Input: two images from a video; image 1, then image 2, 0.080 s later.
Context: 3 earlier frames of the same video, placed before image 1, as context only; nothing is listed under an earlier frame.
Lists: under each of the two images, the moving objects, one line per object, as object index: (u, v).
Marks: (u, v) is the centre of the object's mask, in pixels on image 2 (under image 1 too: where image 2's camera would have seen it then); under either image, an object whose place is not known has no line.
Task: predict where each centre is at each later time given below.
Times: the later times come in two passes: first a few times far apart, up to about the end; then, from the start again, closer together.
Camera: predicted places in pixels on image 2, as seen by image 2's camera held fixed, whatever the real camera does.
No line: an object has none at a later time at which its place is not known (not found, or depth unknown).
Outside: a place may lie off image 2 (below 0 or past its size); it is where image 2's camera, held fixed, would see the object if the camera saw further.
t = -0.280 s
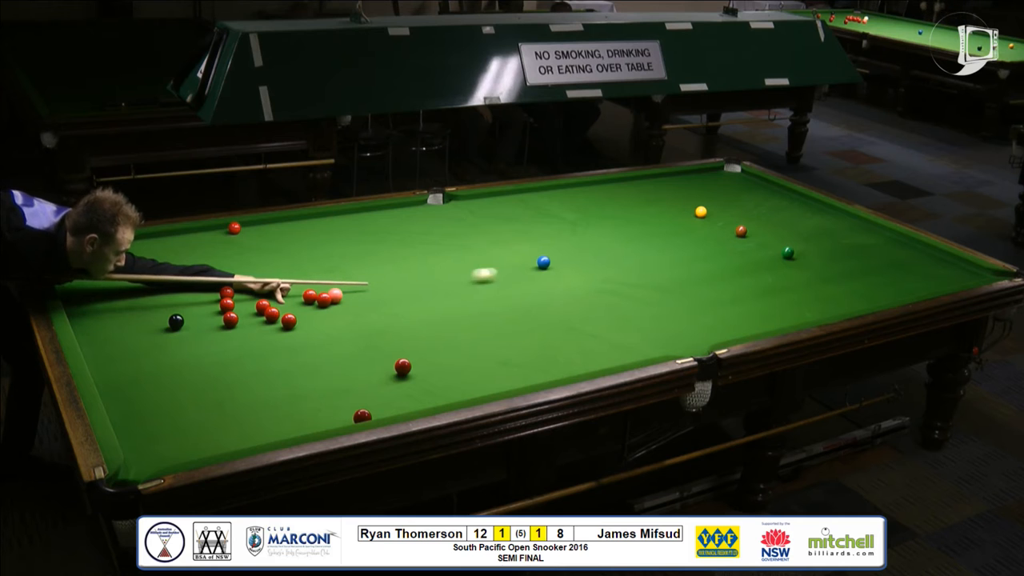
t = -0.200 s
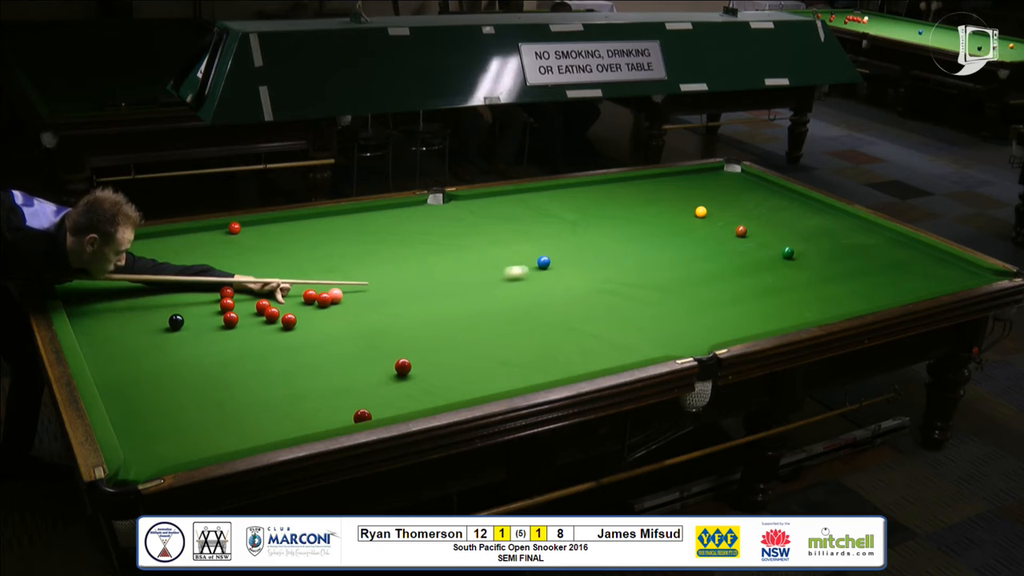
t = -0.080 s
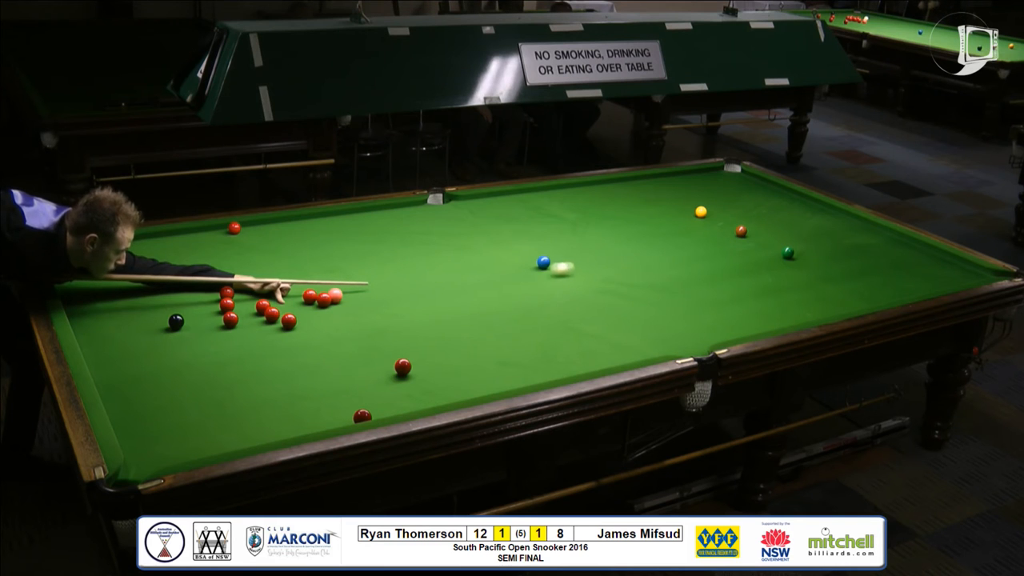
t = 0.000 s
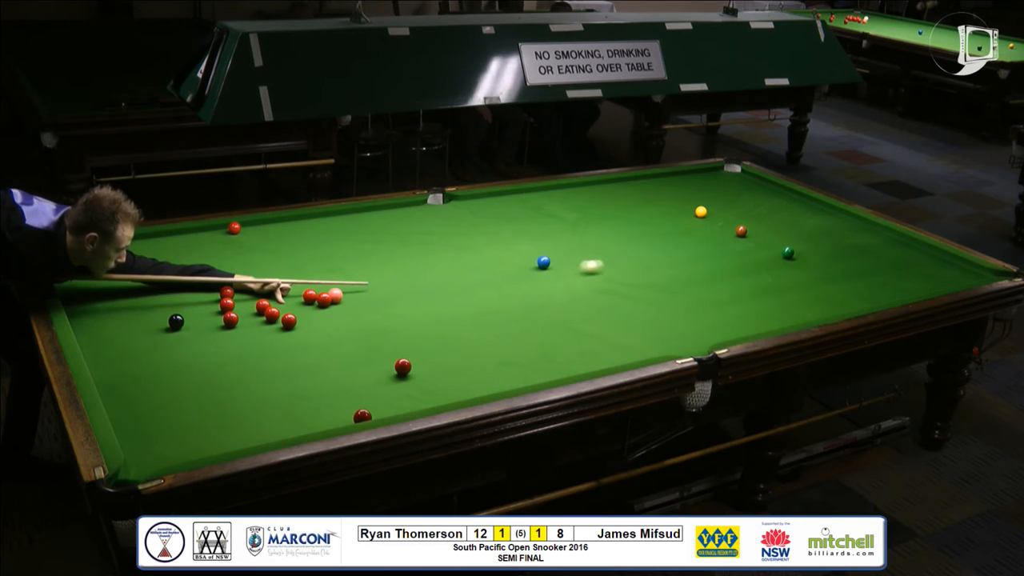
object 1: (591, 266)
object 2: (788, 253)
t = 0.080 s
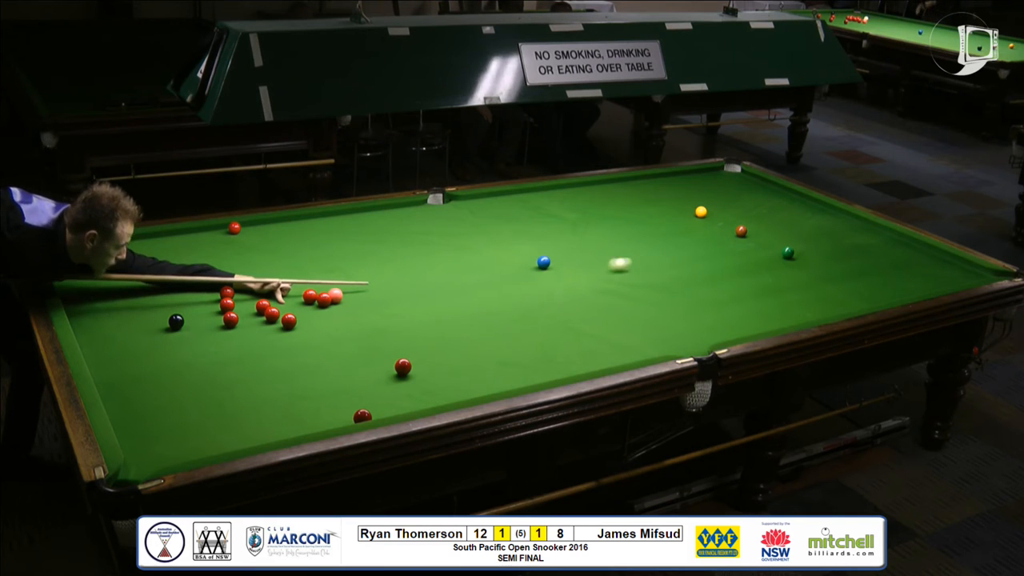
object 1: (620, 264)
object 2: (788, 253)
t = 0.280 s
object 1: (687, 259)
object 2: (788, 253)
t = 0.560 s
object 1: (773, 252)
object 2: (788, 253)
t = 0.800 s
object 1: (783, 247)
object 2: (842, 253)
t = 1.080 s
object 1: (796, 241)
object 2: (892, 253)
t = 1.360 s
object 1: (808, 236)
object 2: (940, 253)
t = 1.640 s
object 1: (819, 232)
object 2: (933, 260)
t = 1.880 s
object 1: (828, 228)
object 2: (925, 268)
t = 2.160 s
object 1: (837, 225)
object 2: (915, 276)
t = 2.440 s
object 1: (844, 221)
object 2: (904, 284)
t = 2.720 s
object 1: (851, 219)
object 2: (894, 292)
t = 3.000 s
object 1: (855, 217)
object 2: (884, 298)
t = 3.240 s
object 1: (850, 217)
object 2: (871, 301)
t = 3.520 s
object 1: (846, 217)
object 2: (854, 304)
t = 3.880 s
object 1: (842, 218)
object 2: (835, 307)
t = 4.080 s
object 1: (841, 218)
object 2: (825, 308)
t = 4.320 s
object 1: (841, 218)
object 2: (814, 309)
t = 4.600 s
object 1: (841, 218)
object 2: (803, 309)
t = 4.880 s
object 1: (841, 218)
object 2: (794, 310)
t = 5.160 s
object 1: (841, 218)
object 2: (787, 311)
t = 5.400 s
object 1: (841, 218)
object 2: (781, 311)
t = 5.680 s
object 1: (841, 218)
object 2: (777, 311)
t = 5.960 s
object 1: (841, 218)
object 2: (775, 312)
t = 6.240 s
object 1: (841, 218)
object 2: (774, 312)
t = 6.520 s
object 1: (841, 218)
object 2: (774, 312)
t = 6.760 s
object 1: (841, 218)
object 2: (774, 312)
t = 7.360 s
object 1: (840, 218)
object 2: (774, 311)
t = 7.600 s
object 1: (841, 218)
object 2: (774, 311)
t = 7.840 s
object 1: (841, 218)
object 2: (775, 311)
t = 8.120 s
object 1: (841, 218)
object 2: (774, 311)
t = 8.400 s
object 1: (841, 218)
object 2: (774, 311)
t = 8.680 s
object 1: (841, 218)
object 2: (774, 311)
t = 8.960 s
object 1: (841, 218)
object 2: (774, 311)
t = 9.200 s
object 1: (841, 218)
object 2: (774, 311)
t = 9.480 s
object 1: (841, 218)
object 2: (774, 311)
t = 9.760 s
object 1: (841, 218)
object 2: (774, 311)
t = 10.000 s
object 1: (841, 218)
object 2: (774, 311)
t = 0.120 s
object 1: (633, 263)
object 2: (788, 253)
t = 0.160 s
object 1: (647, 262)
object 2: (788, 253)
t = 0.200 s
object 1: (661, 261)
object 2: (788, 253)
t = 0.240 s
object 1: (674, 260)
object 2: (788, 253)
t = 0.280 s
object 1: (687, 259)
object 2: (788, 253)
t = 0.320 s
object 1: (700, 258)
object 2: (788, 253)
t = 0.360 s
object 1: (713, 257)
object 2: (788, 253)
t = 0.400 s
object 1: (726, 256)
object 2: (788, 253)
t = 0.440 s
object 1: (738, 255)
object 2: (788, 253)
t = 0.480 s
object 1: (750, 254)
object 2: (788, 253)
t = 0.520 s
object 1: (762, 253)
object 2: (788, 253)
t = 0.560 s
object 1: (773, 252)
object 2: (788, 253)
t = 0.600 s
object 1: (776, 251)
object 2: (797, 253)
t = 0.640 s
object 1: (776, 250)
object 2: (807, 253)
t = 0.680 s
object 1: (777, 249)
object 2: (818, 253)
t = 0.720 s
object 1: (779, 248)
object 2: (826, 253)
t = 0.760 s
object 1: (781, 248)
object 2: (834, 253)
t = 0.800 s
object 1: (783, 247)
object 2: (842, 253)
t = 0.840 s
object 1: (785, 246)
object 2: (849, 253)
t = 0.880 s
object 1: (787, 245)
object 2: (856, 253)
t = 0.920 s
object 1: (789, 244)
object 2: (863, 253)
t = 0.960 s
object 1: (791, 244)
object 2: (871, 253)
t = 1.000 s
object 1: (792, 243)
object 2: (878, 253)
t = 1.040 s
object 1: (794, 242)
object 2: (886, 253)
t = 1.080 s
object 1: (796, 241)
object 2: (892, 253)
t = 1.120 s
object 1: (798, 240)
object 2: (899, 253)
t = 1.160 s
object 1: (800, 240)
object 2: (906, 253)
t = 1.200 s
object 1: (801, 239)
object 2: (912, 253)
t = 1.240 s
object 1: (803, 238)
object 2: (920, 253)
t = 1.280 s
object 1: (805, 237)
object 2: (926, 253)
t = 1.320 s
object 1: (807, 237)
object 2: (932, 252)
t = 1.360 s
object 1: (808, 236)
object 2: (940, 253)
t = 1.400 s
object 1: (810, 236)
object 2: (943, 254)
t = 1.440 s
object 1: (812, 235)
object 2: (941, 255)
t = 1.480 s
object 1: (813, 234)
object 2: (939, 256)
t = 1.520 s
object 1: (815, 233)
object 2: (938, 257)
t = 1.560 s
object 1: (817, 233)
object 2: (936, 258)
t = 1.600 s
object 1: (818, 232)
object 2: (935, 259)
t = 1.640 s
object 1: (819, 232)
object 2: (933, 260)
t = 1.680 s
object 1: (821, 231)
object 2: (932, 261)
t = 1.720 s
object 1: (822, 230)
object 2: (930, 263)
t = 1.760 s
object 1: (824, 230)
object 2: (929, 264)
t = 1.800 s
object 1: (825, 229)
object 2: (928, 265)
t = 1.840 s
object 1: (826, 229)
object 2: (926, 267)
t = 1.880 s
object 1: (828, 228)
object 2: (925, 268)
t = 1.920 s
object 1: (829, 228)
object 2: (923, 269)
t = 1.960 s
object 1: (830, 227)
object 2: (922, 270)
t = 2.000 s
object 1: (832, 227)
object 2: (920, 271)
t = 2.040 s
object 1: (833, 226)
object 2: (919, 273)
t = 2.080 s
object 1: (834, 226)
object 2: (917, 274)
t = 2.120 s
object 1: (835, 225)
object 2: (916, 275)
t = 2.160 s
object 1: (837, 225)
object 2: (915, 276)
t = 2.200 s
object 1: (838, 224)
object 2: (913, 277)
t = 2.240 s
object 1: (839, 224)
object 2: (912, 279)
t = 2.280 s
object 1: (840, 223)
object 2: (910, 280)
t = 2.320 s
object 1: (841, 223)
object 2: (909, 281)
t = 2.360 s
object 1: (842, 222)
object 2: (907, 282)
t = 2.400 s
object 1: (843, 222)
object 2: (906, 283)
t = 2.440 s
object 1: (844, 221)
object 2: (904, 284)
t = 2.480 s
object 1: (845, 221)
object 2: (903, 286)
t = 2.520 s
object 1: (846, 221)
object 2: (901, 286)
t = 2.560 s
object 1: (847, 220)
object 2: (900, 288)
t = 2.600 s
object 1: (848, 220)
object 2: (899, 289)
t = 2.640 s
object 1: (849, 220)
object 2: (897, 290)
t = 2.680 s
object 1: (850, 219)
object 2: (895, 291)
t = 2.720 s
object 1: (851, 219)
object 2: (894, 292)
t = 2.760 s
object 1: (852, 218)
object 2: (892, 293)
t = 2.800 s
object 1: (853, 218)
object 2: (891, 294)
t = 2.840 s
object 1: (854, 218)
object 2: (889, 295)
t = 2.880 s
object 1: (855, 217)
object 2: (888, 296)
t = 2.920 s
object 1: (856, 217)
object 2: (887, 297)
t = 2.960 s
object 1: (856, 217)
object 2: (886, 297)
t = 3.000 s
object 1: (855, 217)
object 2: (884, 298)
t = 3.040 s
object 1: (855, 217)
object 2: (883, 299)
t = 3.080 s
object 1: (854, 217)
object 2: (881, 299)
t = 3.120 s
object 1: (853, 217)
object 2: (879, 300)
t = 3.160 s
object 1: (852, 217)
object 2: (877, 301)
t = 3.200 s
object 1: (851, 217)
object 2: (874, 301)
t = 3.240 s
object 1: (850, 217)
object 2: (871, 301)
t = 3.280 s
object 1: (850, 217)
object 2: (869, 302)
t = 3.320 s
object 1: (849, 217)
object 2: (866, 302)
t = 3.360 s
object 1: (848, 217)
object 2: (864, 303)
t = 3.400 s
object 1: (848, 217)
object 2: (861, 303)
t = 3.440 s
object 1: (847, 217)
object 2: (859, 303)
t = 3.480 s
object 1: (847, 217)
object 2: (857, 304)
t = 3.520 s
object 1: (846, 217)
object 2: (854, 304)
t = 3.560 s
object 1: (845, 217)
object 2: (852, 305)
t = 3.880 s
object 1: (842, 218)
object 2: (835, 307)
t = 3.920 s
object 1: (842, 218)
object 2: (833, 308)
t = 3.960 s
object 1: (842, 218)
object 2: (831, 308)
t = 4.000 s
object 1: (841, 218)
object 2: (829, 308)
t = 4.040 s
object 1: (841, 218)
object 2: (827, 308)
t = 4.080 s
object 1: (841, 218)
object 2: (825, 308)
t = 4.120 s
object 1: (841, 218)
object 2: (823, 308)
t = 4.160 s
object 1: (841, 218)
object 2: (821, 308)
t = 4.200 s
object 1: (841, 218)
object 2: (820, 309)
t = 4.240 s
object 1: (841, 218)
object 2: (818, 309)
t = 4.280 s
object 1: (841, 218)
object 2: (816, 309)
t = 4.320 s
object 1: (841, 218)
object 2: (814, 309)
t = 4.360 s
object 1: (841, 218)
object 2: (813, 309)
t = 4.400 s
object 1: (841, 218)
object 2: (811, 309)
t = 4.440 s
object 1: (841, 218)
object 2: (809, 309)
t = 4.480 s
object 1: (841, 218)
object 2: (808, 309)
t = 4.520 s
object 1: (841, 218)
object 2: (806, 309)
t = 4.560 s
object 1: (841, 218)
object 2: (805, 309)
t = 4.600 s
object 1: (841, 218)
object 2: (803, 309)
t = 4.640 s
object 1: (841, 218)
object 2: (802, 309)
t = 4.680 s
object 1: (841, 218)
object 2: (800, 310)
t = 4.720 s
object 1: (841, 218)
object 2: (799, 310)
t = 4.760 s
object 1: (841, 218)
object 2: (798, 310)
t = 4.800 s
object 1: (841, 218)
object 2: (796, 310)
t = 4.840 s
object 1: (841, 218)
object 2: (795, 310)
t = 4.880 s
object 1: (841, 218)
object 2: (794, 310)
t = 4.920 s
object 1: (841, 218)
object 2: (793, 310)
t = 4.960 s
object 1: (841, 218)
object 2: (792, 310)
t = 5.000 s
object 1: (841, 218)
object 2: (791, 311)
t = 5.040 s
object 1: (841, 218)
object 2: (790, 311)
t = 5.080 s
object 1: (841, 218)
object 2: (789, 311)
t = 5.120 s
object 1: (841, 218)
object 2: (787, 311)
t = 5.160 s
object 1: (841, 218)
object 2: (787, 311)
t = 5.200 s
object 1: (841, 218)
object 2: (786, 311)
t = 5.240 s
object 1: (841, 218)
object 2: (785, 311)
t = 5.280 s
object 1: (841, 218)
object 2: (784, 311)
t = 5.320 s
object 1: (841, 218)
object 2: (783, 311)
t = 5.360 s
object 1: (841, 218)
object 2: (782, 311)
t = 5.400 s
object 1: (841, 218)
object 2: (781, 311)
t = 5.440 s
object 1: (841, 218)
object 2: (781, 311)
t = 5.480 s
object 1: (841, 218)
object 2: (780, 311)
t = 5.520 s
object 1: (841, 218)
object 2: (779, 311)
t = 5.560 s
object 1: (841, 218)
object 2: (779, 311)
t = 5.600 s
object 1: (841, 218)
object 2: (778, 311)
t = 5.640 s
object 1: (841, 218)
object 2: (778, 311)
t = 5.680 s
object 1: (841, 218)
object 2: (777, 311)
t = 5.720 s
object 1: (841, 218)
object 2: (777, 312)
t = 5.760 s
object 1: (841, 218)
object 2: (776, 312)
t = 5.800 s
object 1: (841, 218)
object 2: (776, 312)
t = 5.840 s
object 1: (841, 218)
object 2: (776, 312)
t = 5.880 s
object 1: (841, 218)
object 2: (775, 311)
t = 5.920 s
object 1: (841, 218)
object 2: (775, 311)
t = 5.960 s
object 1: (841, 218)
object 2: (775, 312)
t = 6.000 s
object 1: (841, 218)
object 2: (775, 312)
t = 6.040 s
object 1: (841, 218)
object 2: (774, 312)
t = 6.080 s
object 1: (841, 218)
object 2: (774, 312)
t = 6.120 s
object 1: (841, 218)
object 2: (774, 312)
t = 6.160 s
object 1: (841, 218)
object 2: (774, 312)
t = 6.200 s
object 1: (841, 218)
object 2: (774, 312)
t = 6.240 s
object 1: (841, 218)
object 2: (774, 312)
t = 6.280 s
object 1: (841, 218)
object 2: (774, 312)
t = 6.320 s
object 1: (841, 218)
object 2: (774, 312)
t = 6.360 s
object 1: (841, 218)
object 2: (774, 312)
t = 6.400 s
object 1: (841, 218)
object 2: (774, 312)
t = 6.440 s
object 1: (841, 218)
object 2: (774, 312)
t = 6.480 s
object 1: (841, 218)
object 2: (774, 312)
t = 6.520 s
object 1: (841, 218)
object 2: (774, 312)
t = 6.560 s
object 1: (841, 218)
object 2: (774, 312)
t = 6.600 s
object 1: (841, 218)
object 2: (774, 312)
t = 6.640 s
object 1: (841, 218)
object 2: (774, 312)
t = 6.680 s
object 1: (841, 218)
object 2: (775, 312)
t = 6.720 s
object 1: (841, 218)
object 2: (774, 312)
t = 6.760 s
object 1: (841, 218)
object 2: (774, 312)
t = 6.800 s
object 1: (841, 218)
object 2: (774, 312)
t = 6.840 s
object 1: (841, 218)
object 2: (774, 312)
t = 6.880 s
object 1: (841, 218)
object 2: (774, 312)
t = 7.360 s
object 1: (840, 218)
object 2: (774, 311)
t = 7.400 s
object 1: (841, 218)
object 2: (775, 311)
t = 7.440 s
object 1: (841, 218)
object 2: (775, 311)
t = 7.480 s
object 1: (841, 218)
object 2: (775, 311)
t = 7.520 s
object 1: (840, 218)
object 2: (775, 311)
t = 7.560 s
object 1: (841, 218)
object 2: (775, 311)
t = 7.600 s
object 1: (841, 218)
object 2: (774, 311)
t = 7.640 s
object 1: (841, 218)
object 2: (774, 311)
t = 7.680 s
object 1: (841, 218)
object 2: (775, 311)
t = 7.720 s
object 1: (841, 218)
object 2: (775, 311)
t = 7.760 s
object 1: (841, 218)
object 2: (775, 311)
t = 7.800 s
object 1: (841, 218)
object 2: (775, 311)
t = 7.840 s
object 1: (841, 218)
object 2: (775, 311)
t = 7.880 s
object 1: (841, 218)
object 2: (775, 311)
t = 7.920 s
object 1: (841, 218)
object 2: (774, 311)
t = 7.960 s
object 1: (841, 218)
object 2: (774, 311)
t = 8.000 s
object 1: (841, 218)
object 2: (774, 311)
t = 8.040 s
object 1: (841, 218)
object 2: (774, 311)
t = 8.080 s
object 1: (841, 218)
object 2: (774, 311)
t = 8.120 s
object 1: (841, 218)
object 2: (774, 311)
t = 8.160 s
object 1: (841, 218)
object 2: (774, 311)
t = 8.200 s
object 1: (841, 218)
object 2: (774, 311)
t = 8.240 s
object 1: (841, 218)
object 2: (774, 311)
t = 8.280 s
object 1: (841, 218)
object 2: (774, 311)
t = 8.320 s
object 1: (841, 218)
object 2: (774, 311)
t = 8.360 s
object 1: (841, 218)
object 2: (774, 311)
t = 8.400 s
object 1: (841, 218)
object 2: (774, 311)
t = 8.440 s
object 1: (841, 218)
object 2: (774, 311)
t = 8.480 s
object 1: (841, 218)
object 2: (774, 311)
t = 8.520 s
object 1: (841, 218)
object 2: (774, 311)
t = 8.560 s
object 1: (841, 218)
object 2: (774, 311)
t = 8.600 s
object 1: (841, 218)
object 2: (774, 311)
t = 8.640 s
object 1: (841, 218)
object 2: (774, 311)
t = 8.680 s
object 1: (841, 218)
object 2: (774, 311)
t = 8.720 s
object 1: (841, 218)
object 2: (774, 311)
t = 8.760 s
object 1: (841, 218)
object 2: (774, 311)
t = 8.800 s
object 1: (841, 218)
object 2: (774, 311)
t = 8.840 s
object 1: (841, 218)
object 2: (774, 311)
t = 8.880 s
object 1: (841, 218)
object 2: (774, 311)
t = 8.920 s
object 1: (841, 218)
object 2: (774, 311)
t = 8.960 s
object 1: (841, 218)
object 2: (774, 311)
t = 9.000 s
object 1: (841, 218)
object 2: (774, 311)
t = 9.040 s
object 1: (841, 218)
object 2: (774, 311)
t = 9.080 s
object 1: (841, 218)
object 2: (774, 311)
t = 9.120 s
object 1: (841, 218)
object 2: (774, 311)
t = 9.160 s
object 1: (841, 218)
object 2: (774, 311)
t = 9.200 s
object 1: (841, 218)
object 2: (774, 311)
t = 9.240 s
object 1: (841, 218)
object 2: (774, 311)
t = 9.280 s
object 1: (841, 218)
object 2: (774, 311)
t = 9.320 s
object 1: (841, 218)
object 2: (774, 311)
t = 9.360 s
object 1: (841, 218)
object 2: (774, 311)
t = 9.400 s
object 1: (841, 218)
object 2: (774, 311)
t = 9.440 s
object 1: (841, 218)
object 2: (774, 311)
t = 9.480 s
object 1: (841, 218)
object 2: (774, 311)
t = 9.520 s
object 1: (841, 218)
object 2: (774, 311)
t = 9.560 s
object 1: (841, 218)
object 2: (774, 311)
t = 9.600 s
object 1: (841, 218)
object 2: (774, 311)
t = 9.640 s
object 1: (841, 218)
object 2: (774, 311)
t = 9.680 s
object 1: (841, 218)
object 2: (774, 311)
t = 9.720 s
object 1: (841, 218)
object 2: (774, 311)
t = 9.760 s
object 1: (841, 218)
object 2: (774, 311)
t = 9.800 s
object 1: (841, 218)
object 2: (774, 311)
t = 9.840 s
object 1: (841, 218)
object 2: (774, 311)
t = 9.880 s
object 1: (841, 218)
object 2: (774, 311)
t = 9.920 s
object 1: (841, 218)
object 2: (774, 311)
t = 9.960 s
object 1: (841, 218)
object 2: (774, 311)
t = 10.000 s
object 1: (841, 218)
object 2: (774, 311)
